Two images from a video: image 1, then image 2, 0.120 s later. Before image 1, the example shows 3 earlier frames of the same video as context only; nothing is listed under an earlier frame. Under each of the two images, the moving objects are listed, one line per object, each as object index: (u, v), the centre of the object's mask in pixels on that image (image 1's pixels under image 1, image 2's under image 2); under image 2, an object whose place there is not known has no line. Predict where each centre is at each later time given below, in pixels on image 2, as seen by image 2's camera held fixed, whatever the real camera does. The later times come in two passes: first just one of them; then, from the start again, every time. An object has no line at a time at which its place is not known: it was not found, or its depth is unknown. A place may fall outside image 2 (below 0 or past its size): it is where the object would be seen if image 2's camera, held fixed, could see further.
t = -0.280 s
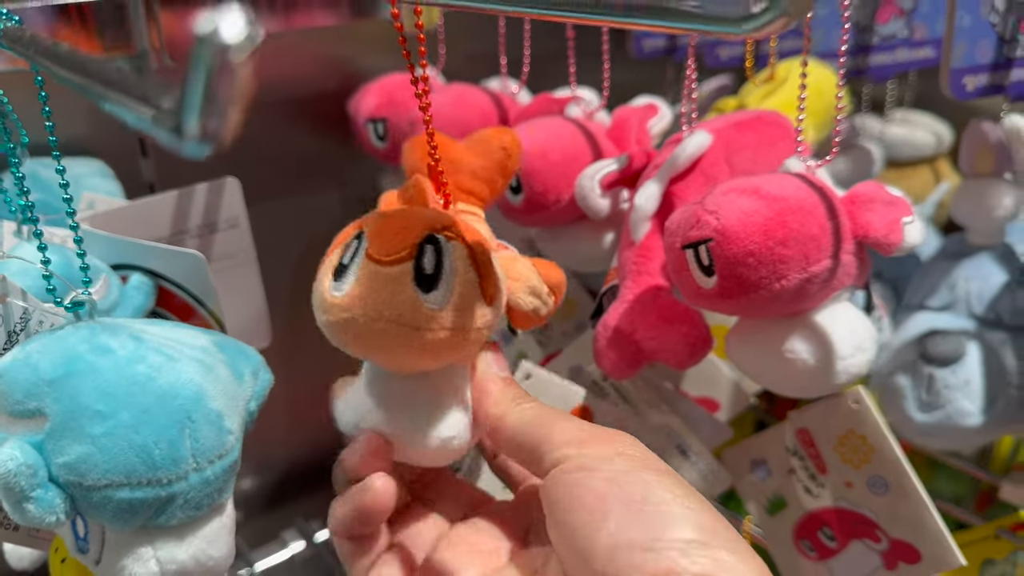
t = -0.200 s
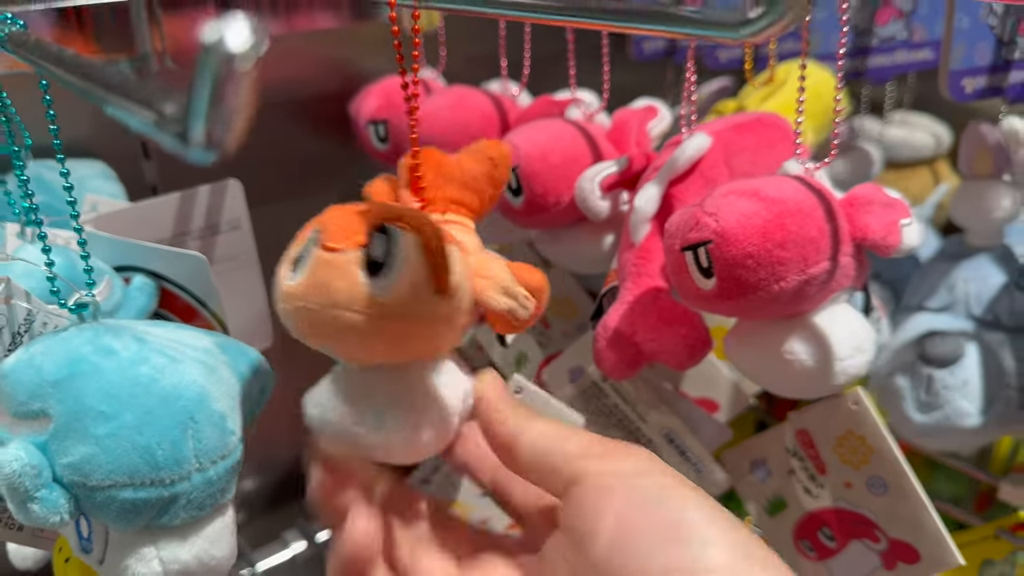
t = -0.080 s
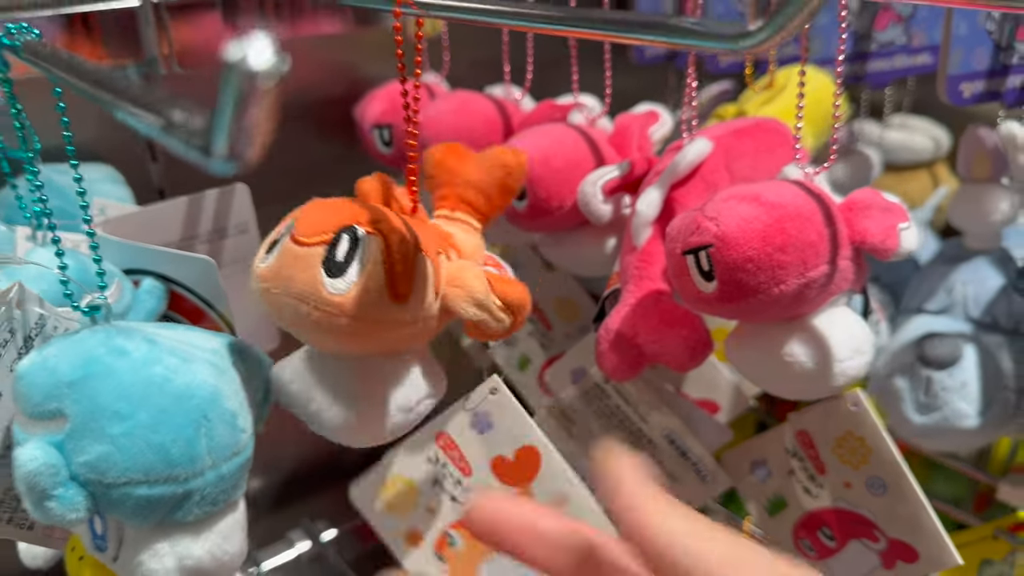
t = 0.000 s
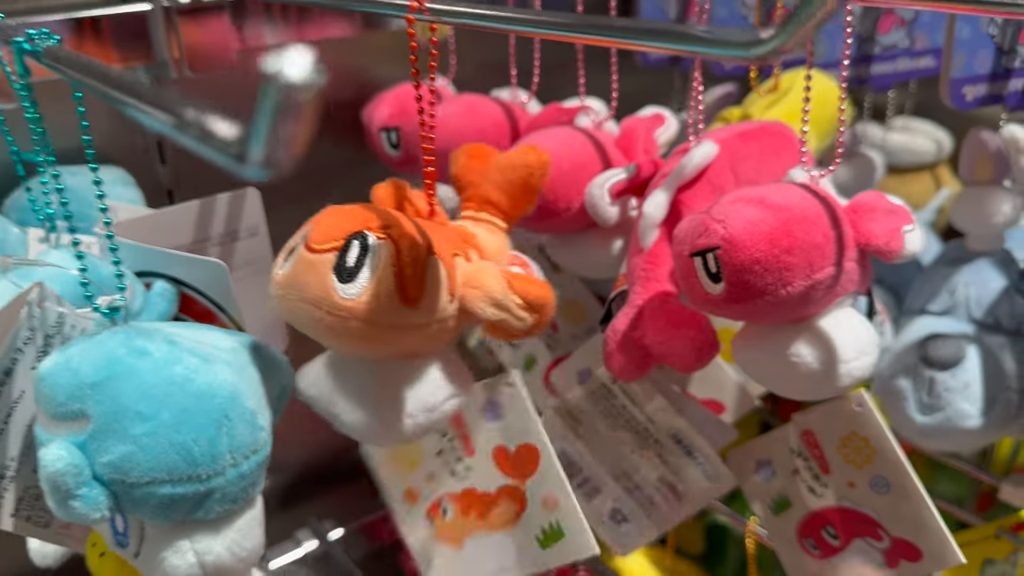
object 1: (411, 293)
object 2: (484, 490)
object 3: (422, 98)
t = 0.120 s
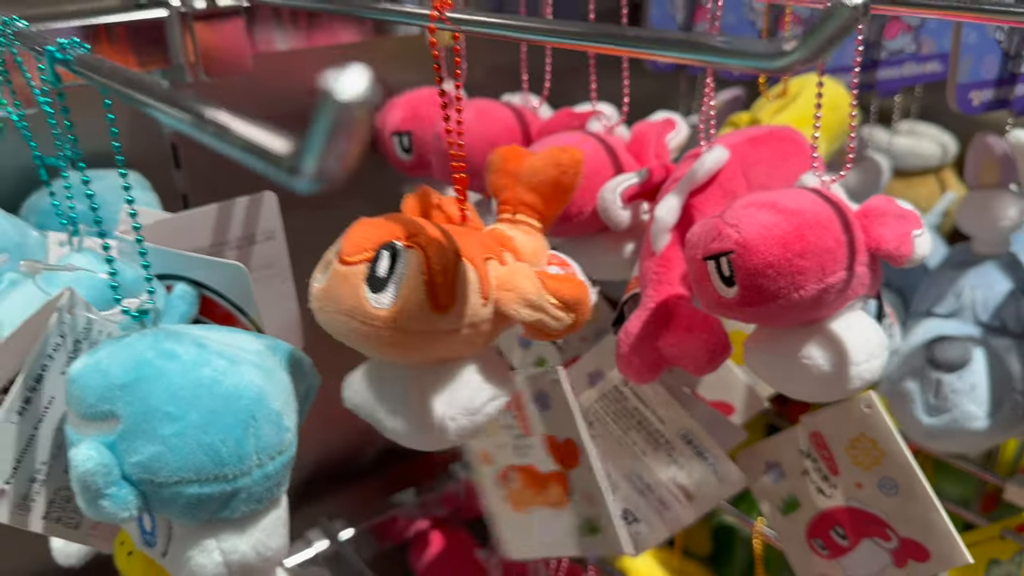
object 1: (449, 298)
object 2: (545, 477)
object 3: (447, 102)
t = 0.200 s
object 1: (455, 297)
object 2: (587, 476)
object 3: (450, 104)
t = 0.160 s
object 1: (453, 298)
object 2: (566, 474)
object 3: (449, 104)
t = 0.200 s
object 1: (455, 297)
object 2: (587, 476)
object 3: (450, 104)
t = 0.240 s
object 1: (455, 296)
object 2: (605, 478)
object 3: (450, 104)
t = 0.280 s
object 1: (454, 296)
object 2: (616, 482)
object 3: (449, 104)
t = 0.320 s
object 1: (453, 295)
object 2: (617, 486)
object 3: (449, 107)
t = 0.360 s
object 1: (453, 296)
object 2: (610, 490)
